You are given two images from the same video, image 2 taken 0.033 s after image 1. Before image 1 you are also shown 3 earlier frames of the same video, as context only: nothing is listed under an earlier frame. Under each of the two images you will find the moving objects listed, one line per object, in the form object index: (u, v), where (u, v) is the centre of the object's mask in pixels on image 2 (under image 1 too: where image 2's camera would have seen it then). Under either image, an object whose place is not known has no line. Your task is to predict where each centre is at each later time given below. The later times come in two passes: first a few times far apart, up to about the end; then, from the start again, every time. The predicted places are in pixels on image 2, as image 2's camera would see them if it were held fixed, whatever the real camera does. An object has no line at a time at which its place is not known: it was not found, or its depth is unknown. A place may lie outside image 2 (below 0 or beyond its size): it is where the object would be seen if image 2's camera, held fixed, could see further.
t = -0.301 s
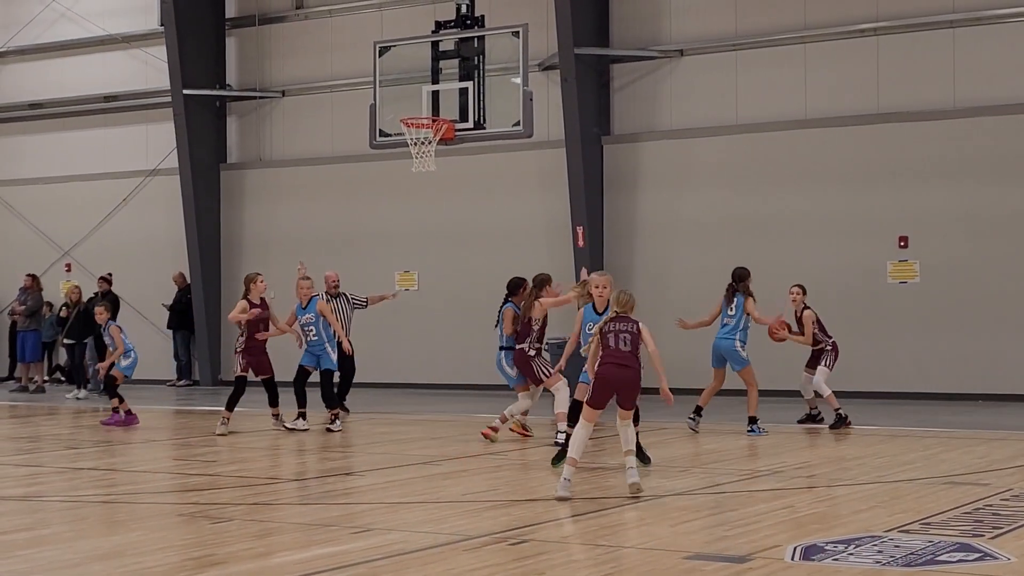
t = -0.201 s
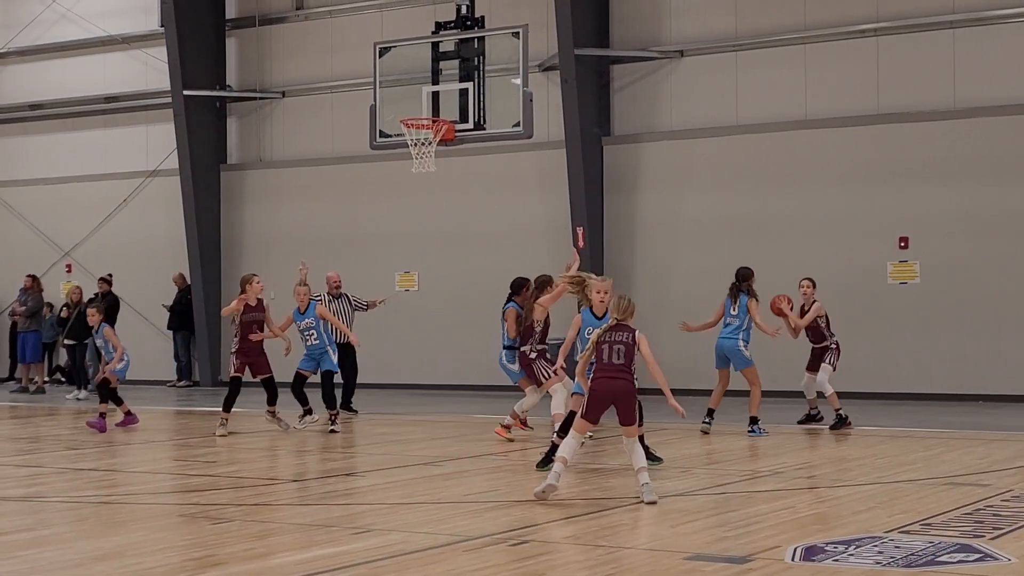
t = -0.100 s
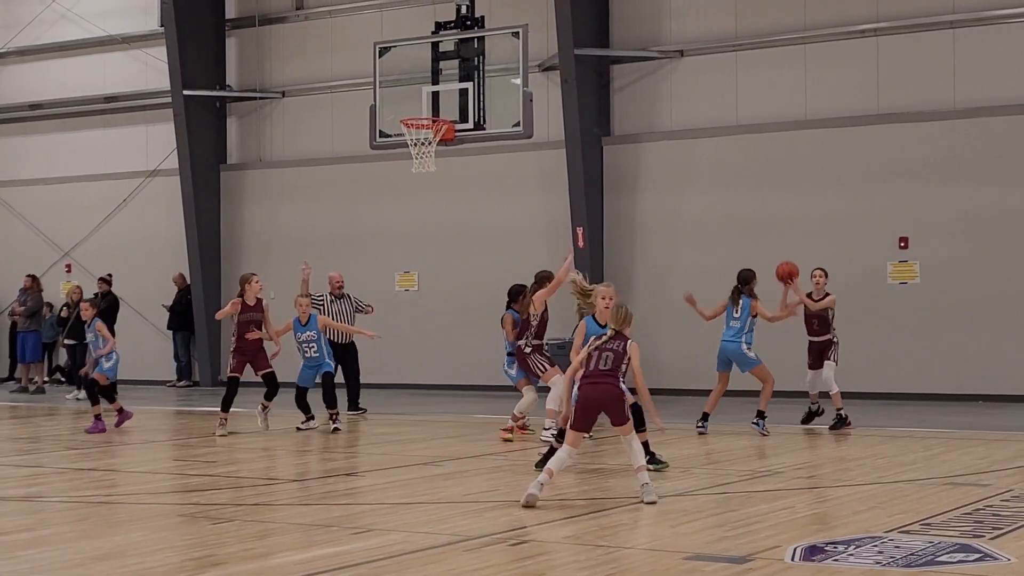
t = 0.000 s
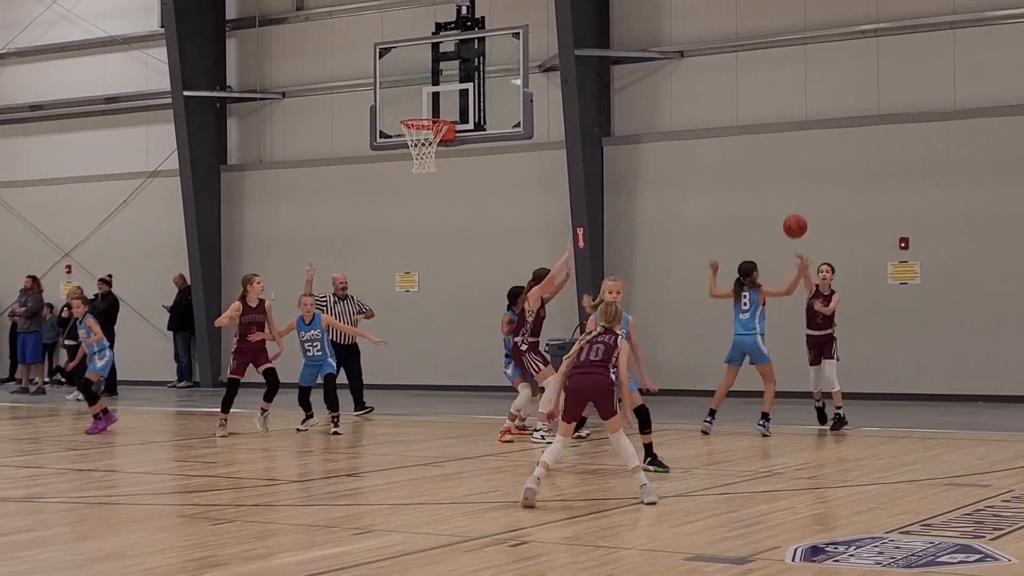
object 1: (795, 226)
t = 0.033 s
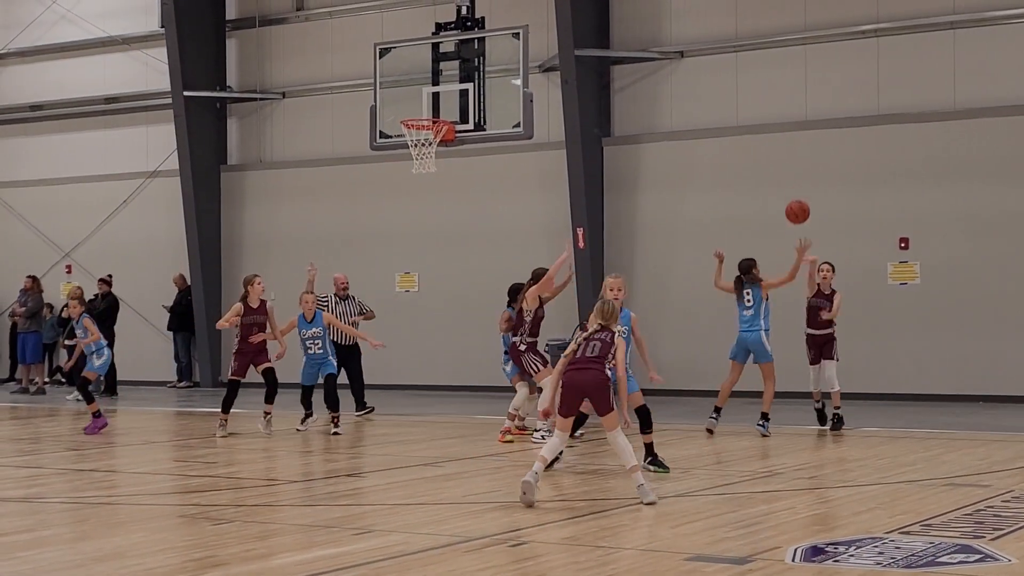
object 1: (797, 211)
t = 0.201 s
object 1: (812, 151)
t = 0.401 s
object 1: (832, 110)
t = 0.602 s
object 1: (854, 116)
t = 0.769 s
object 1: (875, 169)
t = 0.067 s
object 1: (800, 198)
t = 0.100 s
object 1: (803, 185)
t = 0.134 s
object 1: (806, 172)
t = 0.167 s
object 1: (809, 161)
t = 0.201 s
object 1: (812, 151)
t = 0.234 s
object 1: (815, 140)
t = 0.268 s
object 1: (818, 133)
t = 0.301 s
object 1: (822, 125)
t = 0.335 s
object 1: (825, 119)
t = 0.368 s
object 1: (828, 114)
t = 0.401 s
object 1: (832, 110)
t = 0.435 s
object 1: (835, 107)
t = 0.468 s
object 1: (839, 106)
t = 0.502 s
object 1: (843, 106)
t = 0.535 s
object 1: (846, 107)
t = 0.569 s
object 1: (850, 111)
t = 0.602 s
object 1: (854, 116)
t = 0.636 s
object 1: (857, 122)
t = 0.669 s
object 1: (861, 131)
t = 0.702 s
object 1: (866, 142)
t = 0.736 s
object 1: (870, 155)
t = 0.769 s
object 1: (875, 169)
